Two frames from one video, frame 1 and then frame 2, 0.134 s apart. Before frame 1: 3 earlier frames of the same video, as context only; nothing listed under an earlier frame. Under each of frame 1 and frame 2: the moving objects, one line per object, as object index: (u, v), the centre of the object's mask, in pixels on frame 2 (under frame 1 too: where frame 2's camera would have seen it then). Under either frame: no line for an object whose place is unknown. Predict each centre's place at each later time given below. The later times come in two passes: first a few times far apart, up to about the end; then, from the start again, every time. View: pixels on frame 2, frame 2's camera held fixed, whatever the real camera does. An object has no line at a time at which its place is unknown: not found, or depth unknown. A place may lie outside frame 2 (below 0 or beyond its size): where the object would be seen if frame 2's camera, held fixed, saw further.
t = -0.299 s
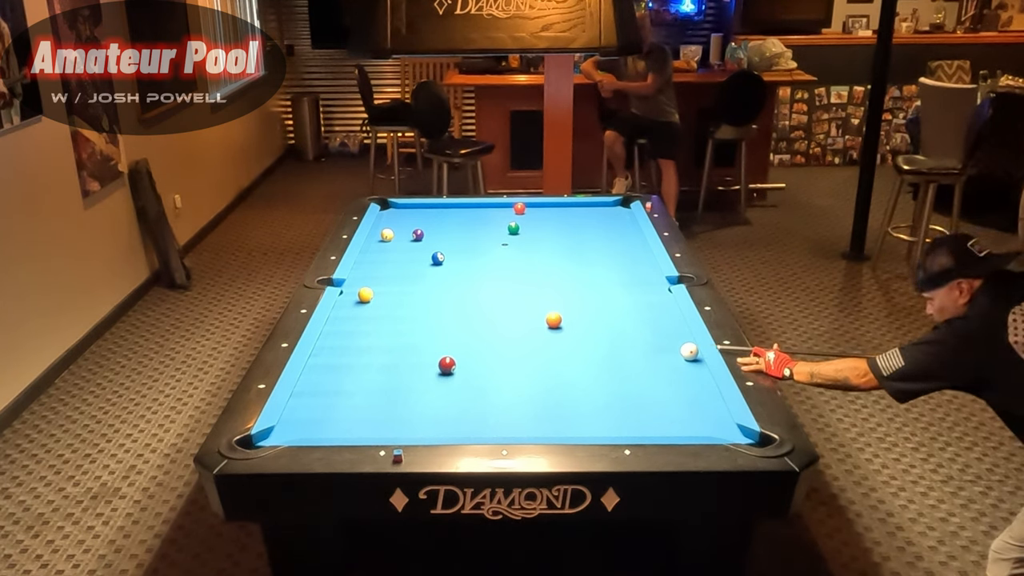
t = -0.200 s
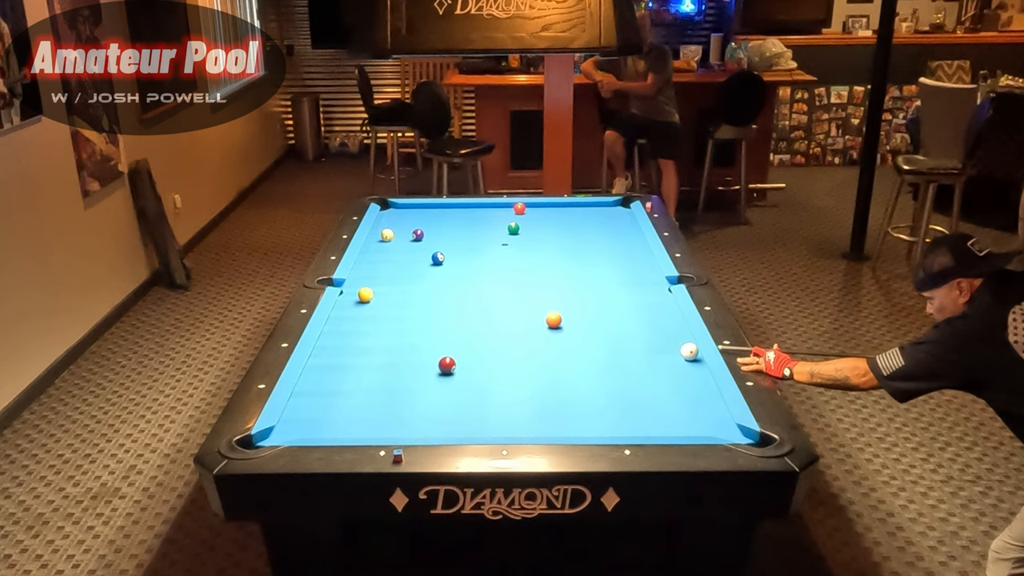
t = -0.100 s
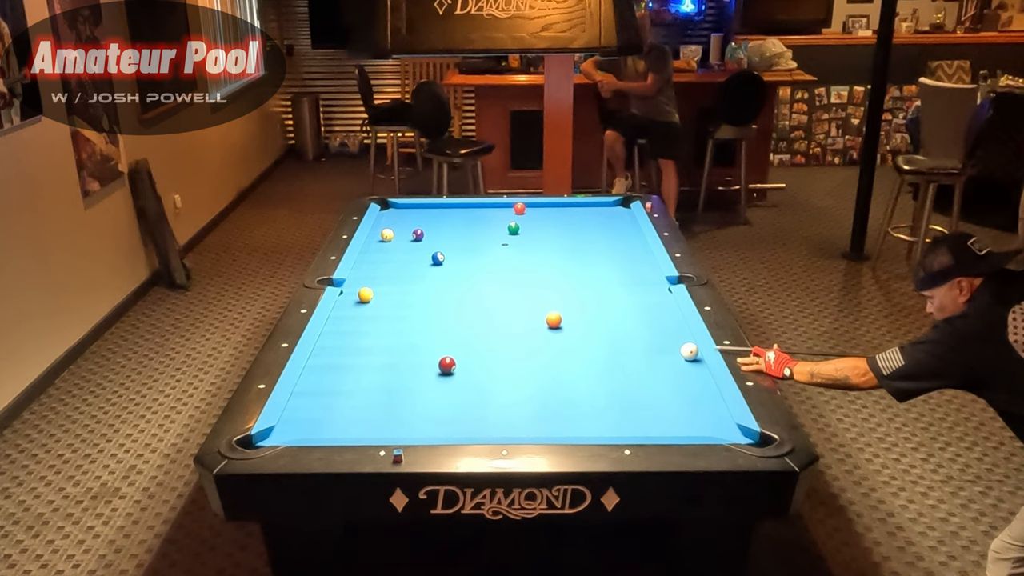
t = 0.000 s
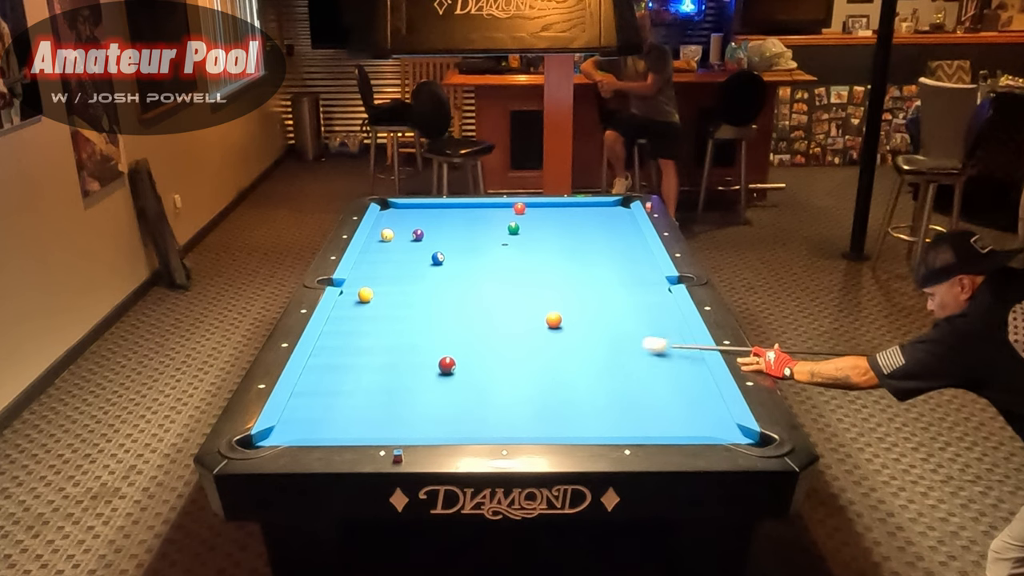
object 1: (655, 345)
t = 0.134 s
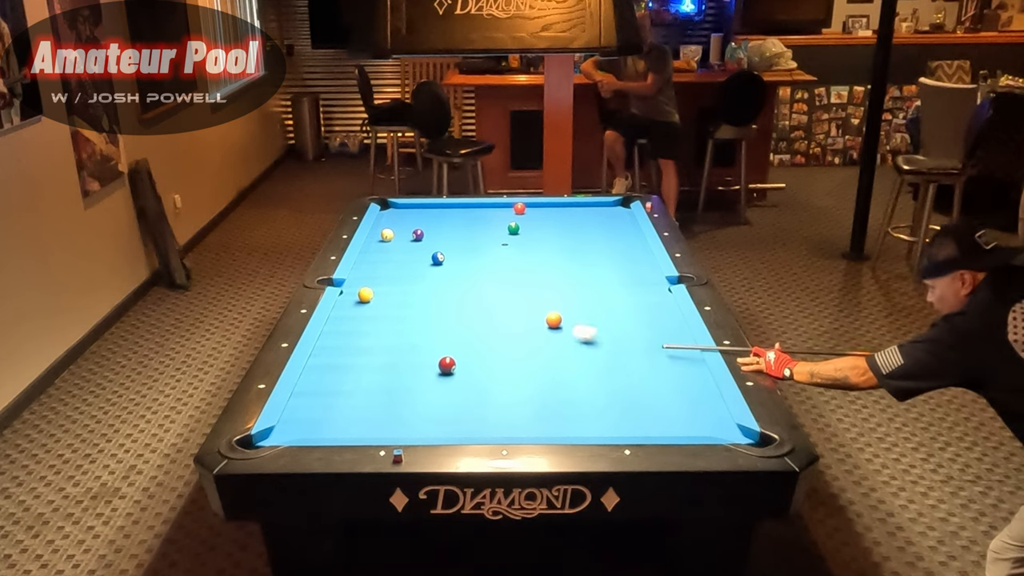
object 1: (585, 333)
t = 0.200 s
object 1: (551, 328)
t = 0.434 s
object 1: (442, 310)
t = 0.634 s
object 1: (366, 300)
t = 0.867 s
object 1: (363, 302)
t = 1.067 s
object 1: (393, 302)
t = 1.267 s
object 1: (422, 302)
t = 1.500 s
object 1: (454, 301)
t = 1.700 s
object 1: (481, 301)
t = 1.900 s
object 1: (507, 300)
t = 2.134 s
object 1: (537, 300)
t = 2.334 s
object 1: (561, 299)
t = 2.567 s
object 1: (588, 299)
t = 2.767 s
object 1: (610, 298)
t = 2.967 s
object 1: (631, 298)
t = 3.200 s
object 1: (655, 297)
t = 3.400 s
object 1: (661, 296)
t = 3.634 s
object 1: (648, 296)
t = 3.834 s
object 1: (637, 296)
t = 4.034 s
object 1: (627, 296)
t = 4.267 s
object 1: (617, 296)
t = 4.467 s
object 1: (608, 296)
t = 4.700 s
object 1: (600, 295)
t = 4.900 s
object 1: (594, 295)
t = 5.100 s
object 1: (589, 295)
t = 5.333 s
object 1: (584, 295)
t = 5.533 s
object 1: (580, 295)
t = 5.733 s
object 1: (578, 294)
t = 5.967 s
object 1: (576, 294)
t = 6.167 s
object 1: (575, 294)
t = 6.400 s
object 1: (575, 294)
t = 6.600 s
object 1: (575, 294)
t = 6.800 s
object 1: (575, 294)
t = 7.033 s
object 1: (575, 294)
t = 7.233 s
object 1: (575, 294)
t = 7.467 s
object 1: (575, 294)
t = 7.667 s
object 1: (575, 294)
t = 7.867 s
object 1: (575, 294)
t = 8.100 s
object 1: (575, 294)
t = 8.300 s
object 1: (575, 294)
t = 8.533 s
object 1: (575, 294)
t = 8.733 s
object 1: (575, 294)
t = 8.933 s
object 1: (575, 294)
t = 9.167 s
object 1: (575, 294)
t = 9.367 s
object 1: (575, 294)
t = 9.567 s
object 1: (575, 294)
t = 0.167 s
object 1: (568, 330)
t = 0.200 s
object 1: (551, 328)
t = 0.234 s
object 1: (535, 325)
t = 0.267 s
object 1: (519, 322)
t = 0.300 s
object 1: (502, 320)
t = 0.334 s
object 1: (487, 317)
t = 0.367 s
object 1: (472, 315)
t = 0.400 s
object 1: (457, 313)
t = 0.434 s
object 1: (442, 310)
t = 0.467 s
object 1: (428, 308)
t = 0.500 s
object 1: (414, 305)
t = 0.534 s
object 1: (399, 303)
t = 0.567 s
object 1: (386, 301)
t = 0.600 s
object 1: (373, 298)
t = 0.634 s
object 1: (366, 300)
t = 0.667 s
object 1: (359, 301)
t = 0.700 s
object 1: (351, 302)
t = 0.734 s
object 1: (343, 303)
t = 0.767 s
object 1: (347, 303)
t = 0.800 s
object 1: (353, 303)
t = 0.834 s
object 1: (358, 302)
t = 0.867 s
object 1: (363, 302)
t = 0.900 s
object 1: (368, 302)
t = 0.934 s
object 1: (373, 302)
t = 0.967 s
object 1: (378, 302)
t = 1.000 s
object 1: (383, 302)
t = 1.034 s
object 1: (388, 302)
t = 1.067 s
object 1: (393, 302)
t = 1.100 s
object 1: (398, 302)
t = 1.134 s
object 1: (403, 302)
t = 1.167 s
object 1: (408, 301)
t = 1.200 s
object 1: (412, 302)
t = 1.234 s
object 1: (417, 301)
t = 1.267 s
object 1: (422, 302)
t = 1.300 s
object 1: (427, 301)
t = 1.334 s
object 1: (431, 301)
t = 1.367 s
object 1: (436, 301)
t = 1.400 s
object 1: (440, 301)
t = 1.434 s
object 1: (445, 301)
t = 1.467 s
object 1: (449, 301)
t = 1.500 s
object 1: (454, 301)
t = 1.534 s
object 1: (459, 301)
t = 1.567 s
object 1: (463, 301)
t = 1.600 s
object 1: (468, 301)
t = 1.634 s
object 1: (472, 301)
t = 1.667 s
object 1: (477, 301)
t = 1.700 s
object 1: (481, 301)
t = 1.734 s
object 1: (486, 301)
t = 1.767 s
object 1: (490, 301)
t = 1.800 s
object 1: (494, 301)
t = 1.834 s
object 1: (499, 301)
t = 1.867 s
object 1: (503, 300)
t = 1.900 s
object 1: (507, 300)
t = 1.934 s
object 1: (511, 300)
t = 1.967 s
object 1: (516, 300)
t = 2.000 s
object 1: (520, 300)
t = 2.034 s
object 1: (524, 300)
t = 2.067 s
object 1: (528, 300)
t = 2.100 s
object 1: (532, 300)
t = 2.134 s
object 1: (537, 300)
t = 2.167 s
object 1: (540, 300)
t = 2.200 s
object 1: (544, 299)
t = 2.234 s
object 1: (548, 299)
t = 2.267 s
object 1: (553, 299)
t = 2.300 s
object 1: (557, 299)
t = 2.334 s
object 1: (561, 299)
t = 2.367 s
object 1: (564, 299)
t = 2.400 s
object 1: (569, 299)
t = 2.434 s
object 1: (572, 299)
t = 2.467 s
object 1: (576, 299)
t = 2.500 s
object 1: (580, 299)
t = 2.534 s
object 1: (584, 299)
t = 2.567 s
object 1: (588, 299)
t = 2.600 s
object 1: (591, 299)
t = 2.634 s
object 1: (595, 298)
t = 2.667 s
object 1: (599, 298)
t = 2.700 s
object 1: (603, 298)
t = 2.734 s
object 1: (606, 298)
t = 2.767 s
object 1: (610, 298)
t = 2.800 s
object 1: (613, 298)
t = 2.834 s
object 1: (617, 298)
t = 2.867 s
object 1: (621, 298)
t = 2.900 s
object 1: (624, 298)
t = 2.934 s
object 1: (628, 298)
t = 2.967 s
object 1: (631, 298)
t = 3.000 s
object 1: (635, 297)
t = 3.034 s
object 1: (638, 298)
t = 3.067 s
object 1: (641, 297)
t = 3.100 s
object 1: (645, 297)
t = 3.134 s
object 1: (648, 297)
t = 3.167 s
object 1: (652, 297)
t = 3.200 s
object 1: (655, 297)
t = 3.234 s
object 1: (658, 297)
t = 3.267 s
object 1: (662, 297)
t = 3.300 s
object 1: (665, 296)
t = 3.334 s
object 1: (665, 296)
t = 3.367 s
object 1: (663, 296)
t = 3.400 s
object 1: (661, 296)
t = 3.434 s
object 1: (659, 296)
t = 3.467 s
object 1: (657, 297)
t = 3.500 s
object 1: (655, 296)
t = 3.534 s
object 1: (653, 296)
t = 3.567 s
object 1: (651, 296)
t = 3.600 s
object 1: (649, 296)
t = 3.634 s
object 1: (648, 296)
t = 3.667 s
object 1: (645, 296)
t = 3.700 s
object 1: (644, 296)
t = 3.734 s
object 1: (642, 296)
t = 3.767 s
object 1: (640, 296)
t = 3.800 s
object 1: (638, 296)
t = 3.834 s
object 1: (637, 296)
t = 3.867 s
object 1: (635, 296)
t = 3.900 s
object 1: (634, 296)
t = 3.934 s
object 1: (632, 296)
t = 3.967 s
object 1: (630, 296)
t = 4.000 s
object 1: (629, 296)
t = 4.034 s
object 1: (627, 296)
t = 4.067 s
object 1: (625, 296)
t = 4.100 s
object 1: (624, 296)
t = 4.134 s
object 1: (622, 296)
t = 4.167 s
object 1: (621, 296)
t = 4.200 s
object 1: (619, 296)
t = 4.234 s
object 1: (618, 296)
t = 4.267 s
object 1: (617, 296)
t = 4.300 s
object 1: (615, 296)
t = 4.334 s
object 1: (614, 296)
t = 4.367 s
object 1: (612, 296)
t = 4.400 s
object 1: (611, 296)
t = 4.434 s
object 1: (610, 296)
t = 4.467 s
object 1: (608, 296)
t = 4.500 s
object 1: (607, 296)
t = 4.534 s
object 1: (606, 295)
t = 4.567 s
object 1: (605, 295)
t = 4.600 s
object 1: (604, 295)
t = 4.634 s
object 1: (603, 295)
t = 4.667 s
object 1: (601, 295)
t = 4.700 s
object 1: (600, 295)
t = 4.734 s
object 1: (600, 295)
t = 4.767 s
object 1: (598, 295)
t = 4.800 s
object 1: (597, 295)
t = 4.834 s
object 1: (596, 295)
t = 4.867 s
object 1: (595, 295)
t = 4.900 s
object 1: (594, 295)
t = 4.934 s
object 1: (593, 295)
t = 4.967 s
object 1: (592, 295)
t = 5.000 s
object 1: (592, 295)
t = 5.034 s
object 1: (591, 295)
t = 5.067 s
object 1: (590, 295)
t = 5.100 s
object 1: (589, 295)
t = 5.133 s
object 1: (588, 295)
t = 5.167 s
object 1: (587, 295)
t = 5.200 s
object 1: (587, 295)
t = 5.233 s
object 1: (586, 295)
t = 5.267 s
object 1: (585, 295)
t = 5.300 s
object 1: (585, 295)
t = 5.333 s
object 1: (584, 295)
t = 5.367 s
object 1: (583, 295)
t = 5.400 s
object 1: (583, 295)
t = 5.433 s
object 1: (582, 295)
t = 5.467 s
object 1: (581, 295)
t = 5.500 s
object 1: (581, 295)
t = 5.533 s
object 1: (580, 295)
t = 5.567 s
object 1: (580, 295)
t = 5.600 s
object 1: (579, 294)
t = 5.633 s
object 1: (579, 294)
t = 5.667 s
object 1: (579, 294)
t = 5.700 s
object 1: (578, 294)
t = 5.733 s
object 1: (578, 294)
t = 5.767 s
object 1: (577, 294)
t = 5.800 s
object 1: (577, 294)
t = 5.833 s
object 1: (577, 294)
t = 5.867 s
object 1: (577, 294)
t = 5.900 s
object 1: (576, 294)
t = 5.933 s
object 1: (576, 294)
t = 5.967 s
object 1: (576, 294)
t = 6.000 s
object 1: (576, 294)
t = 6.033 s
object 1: (575, 294)
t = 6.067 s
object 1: (575, 294)
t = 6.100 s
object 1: (575, 294)
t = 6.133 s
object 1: (575, 294)
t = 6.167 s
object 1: (575, 294)
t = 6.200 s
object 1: (575, 294)
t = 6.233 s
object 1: (575, 294)
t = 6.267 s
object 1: (575, 294)
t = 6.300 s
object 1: (575, 294)
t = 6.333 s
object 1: (575, 294)
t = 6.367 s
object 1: (575, 294)
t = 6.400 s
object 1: (575, 294)
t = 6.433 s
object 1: (575, 294)
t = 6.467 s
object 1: (575, 294)
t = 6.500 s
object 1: (575, 294)
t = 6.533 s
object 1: (575, 294)
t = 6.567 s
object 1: (575, 294)
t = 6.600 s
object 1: (575, 294)
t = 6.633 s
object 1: (575, 294)
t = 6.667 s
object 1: (575, 294)
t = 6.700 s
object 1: (575, 294)
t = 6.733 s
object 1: (575, 294)
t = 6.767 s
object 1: (575, 294)
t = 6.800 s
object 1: (575, 294)
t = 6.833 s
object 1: (575, 294)
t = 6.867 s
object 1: (575, 294)
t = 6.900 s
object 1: (575, 294)
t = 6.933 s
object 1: (575, 294)
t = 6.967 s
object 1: (575, 294)
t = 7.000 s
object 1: (575, 294)
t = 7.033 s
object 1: (575, 294)
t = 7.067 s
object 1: (575, 294)
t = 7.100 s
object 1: (575, 294)
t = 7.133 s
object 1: (575, 294)
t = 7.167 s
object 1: (575, 294)
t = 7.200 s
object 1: (575, 294)
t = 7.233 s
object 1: (575, 294)
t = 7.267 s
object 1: (575, 294)
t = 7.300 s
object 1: (575, 294)
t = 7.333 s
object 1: (575, 294)
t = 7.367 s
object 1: (575, 294)
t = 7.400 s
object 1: (575, 294)
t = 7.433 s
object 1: (575, 294)
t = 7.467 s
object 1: (575, 294)
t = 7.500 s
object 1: (575, 294)
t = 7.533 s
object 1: (575, 294)
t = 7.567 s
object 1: (575, 294)
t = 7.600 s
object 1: (575, 294)
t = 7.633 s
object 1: (575, 294)
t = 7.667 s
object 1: (575, 294)
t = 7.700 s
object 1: (575, 294)
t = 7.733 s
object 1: (575, 294)
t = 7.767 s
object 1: (575, 294)
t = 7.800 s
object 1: (575, 294)
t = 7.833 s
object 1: (575, 294)
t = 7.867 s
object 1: (575, 294)
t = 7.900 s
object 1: (575, 294)
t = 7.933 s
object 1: (575, 294)
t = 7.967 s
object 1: (575, 294)
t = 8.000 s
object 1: (575, 294)
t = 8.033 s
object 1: (575, 294)
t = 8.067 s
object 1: (575, 294)
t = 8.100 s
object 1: (575, 294)
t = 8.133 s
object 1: (575, 294)
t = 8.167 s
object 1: (575, 294)
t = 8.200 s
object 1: (575, 294)
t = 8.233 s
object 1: (575, 294)
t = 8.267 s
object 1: (575, 294)
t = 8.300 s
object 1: (575, 294)
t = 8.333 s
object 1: (575, 294)
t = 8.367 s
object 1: (575, 294)
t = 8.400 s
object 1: (575, 294)
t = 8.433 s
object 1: (575, 294)
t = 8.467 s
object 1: (575, 294)
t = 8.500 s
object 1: (575, 294)
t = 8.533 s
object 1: (575, 294)
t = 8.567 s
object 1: (575, 294)
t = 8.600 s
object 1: (575, 294)
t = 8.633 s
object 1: (575, 294)
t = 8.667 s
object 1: (575, 294)
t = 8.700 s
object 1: (575, 294)
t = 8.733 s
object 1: (575, 294)
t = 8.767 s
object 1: (575, 294)
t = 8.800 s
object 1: (575, 294)
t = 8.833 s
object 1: (575, 294)
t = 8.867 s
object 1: (575, 294)
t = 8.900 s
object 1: (575, 294)
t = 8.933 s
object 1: (575, 294)
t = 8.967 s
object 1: (575, 294)
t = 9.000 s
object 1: (575, 294)
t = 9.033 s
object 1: (575, 294)
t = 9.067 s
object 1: (575, 294)
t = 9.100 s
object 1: (575, 294)
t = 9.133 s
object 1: (575, 294)
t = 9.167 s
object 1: (575, 294)
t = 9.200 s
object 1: (575, 294)
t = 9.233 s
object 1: (575, 294)
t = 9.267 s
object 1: (575, 294)
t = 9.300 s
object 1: (575, 294)
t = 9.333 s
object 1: (575, 294)
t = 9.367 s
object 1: (575, 294)
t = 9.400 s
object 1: (575, 294)
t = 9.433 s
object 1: (575, 294)
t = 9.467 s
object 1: (575, 294)
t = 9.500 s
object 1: (575, 294)
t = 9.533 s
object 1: (575, 294)
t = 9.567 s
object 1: (575, 294)
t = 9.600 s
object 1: (575, 294)
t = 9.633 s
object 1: (575, 294)
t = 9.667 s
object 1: (575, 294)
